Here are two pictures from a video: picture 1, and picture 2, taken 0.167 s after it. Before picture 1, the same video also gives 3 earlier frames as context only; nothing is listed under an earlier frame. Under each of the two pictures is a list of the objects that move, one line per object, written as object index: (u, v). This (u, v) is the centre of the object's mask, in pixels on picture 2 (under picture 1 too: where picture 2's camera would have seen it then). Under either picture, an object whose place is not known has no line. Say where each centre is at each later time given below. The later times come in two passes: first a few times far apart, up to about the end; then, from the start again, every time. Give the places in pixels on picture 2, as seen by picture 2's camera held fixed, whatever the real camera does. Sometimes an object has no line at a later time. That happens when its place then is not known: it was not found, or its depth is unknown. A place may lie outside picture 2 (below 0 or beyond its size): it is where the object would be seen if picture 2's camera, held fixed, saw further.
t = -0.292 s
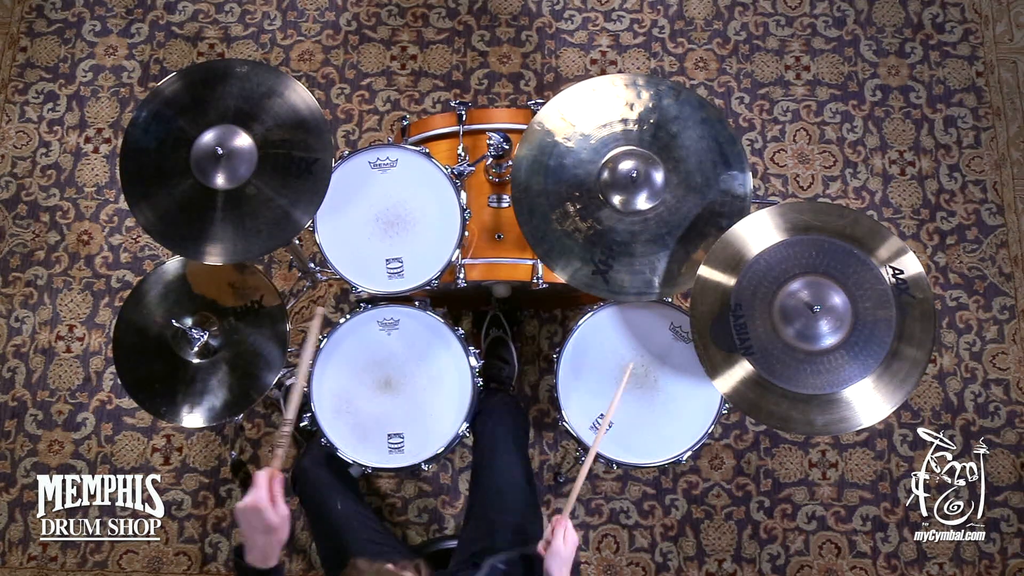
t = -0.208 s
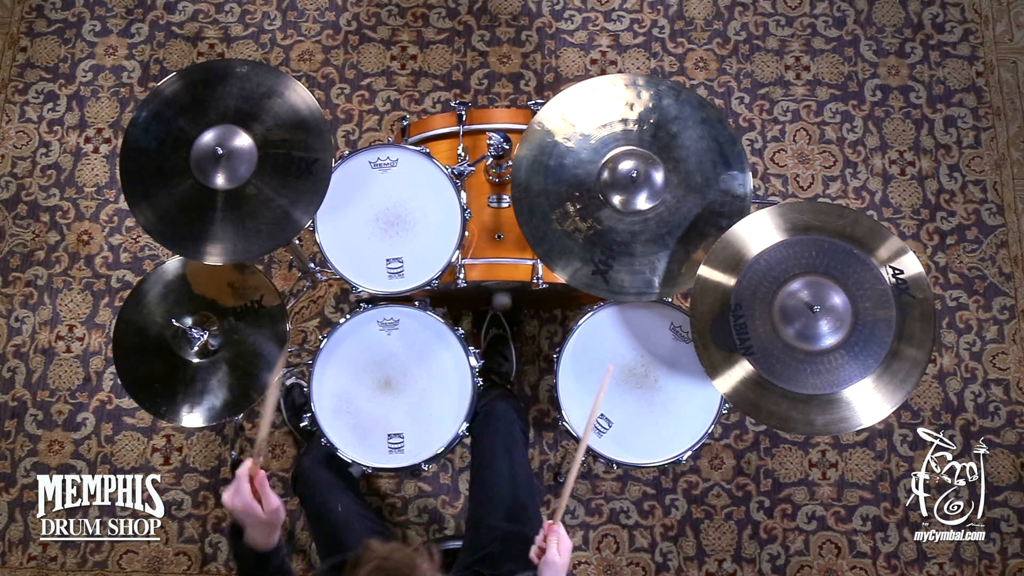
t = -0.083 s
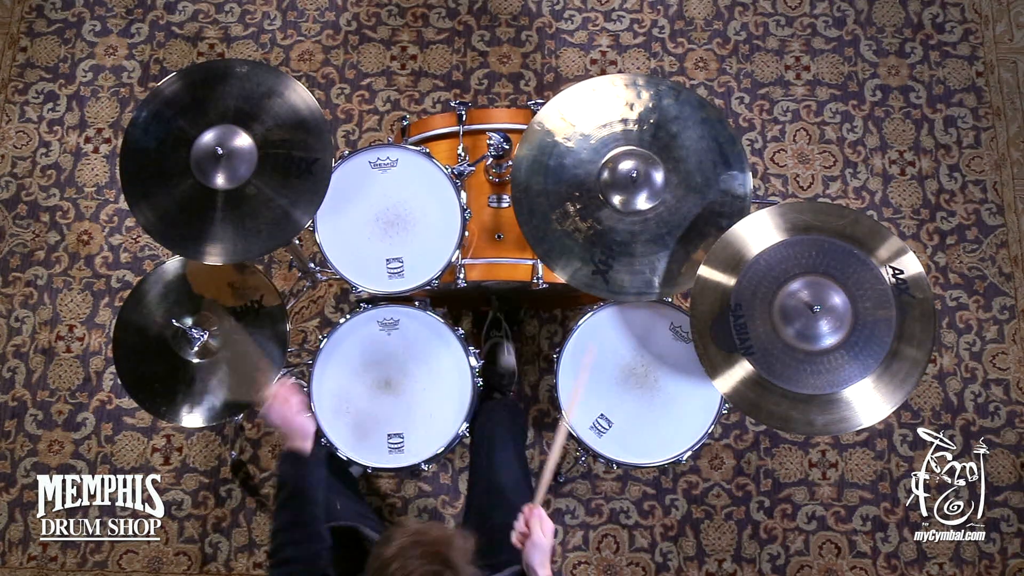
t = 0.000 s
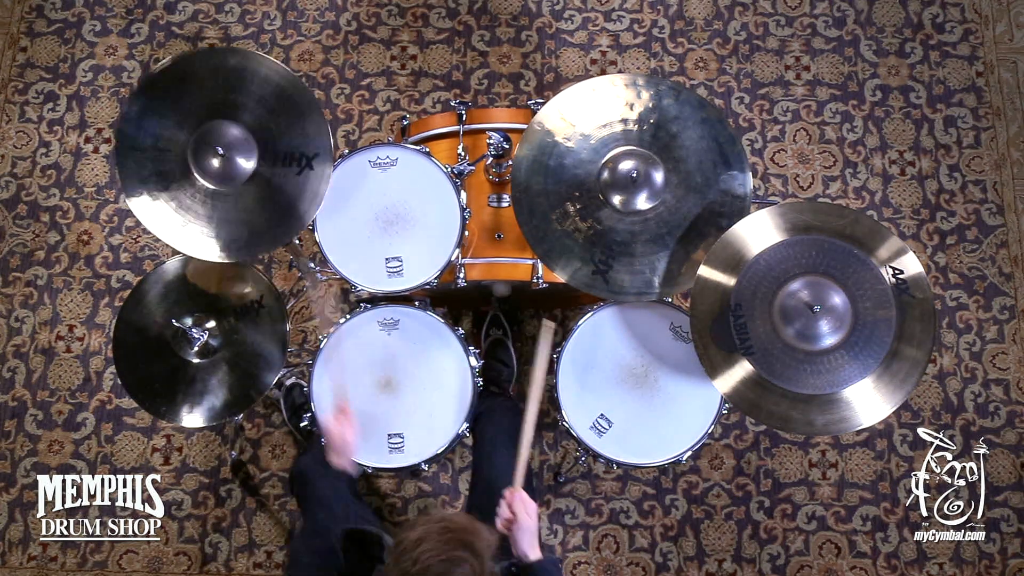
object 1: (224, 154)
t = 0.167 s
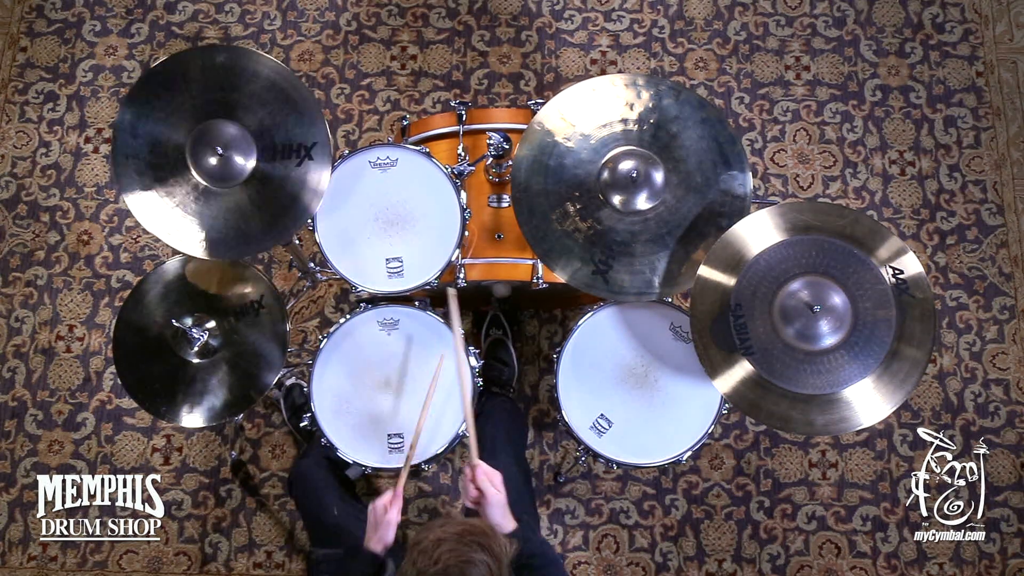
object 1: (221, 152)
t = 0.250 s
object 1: (227, 161)
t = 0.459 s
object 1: (229, 167)
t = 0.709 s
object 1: (222, 156)
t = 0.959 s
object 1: (229, 163)
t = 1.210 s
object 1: (225, 160)
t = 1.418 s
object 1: (225, 160)
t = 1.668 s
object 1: (227, 161)
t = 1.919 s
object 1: (226, 160)
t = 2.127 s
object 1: (227, 161)
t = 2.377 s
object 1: (226, 161)
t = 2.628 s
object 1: (226, 161)
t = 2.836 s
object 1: (226, 161)
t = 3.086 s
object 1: (226, 161)
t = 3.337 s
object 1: (226, 161)
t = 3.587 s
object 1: (226, 161)
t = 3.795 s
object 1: (226, 161)
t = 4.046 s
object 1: (226, 161)
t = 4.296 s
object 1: (226, 161)
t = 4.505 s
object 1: (226, 161)
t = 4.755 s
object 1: (226, 161)
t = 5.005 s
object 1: (226, 161)
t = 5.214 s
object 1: (226, 161)
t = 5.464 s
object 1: (226, 161)
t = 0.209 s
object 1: (224, 156)
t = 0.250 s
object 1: (227, 161)
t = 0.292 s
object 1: (228, 164)
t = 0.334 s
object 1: (229, 166)
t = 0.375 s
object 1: (229, 167)
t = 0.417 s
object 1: (229, 167)
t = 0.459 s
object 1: (229, 167)
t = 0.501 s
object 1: (229, 165)
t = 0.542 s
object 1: (227, 163)
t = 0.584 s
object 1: (226, 161)
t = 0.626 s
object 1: (224, 158)
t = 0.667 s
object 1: (222, 156)
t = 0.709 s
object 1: (222, 156)
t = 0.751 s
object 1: (222, 156)
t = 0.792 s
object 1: (223, 158)
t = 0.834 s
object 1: (225, 160)
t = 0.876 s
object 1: (226, 162)
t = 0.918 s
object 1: (228, 163)
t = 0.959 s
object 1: (229, 163)
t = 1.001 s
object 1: (229, 163)
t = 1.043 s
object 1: (229, 163)
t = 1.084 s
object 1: (228, 163)
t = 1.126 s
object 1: (228, 162)
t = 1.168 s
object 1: (226, 161)
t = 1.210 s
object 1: (225, 160)
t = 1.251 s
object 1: (224, 159)
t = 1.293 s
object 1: (224, 159)
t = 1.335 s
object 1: (224, 159)
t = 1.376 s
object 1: (225, 160)
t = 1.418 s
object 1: (225, 160)
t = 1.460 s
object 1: (226, 161)
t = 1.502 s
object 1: (227, 161)
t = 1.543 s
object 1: (227, 161)
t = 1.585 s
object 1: (227, 161)
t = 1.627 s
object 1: (227, 161)
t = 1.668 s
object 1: (227, 161)
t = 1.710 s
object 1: (226, 161)
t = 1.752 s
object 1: (226, 160)
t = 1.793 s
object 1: (226, 160)
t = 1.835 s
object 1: (226, 160)
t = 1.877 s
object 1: (226, 160)
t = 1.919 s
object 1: (226, 160)
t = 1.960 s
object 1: (226, 160)
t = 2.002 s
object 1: (226, 161)
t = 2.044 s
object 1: (227, 161)
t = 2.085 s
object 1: (226, 161)
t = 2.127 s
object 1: (227, 161)
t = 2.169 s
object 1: (226, 161)
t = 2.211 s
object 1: (226, 161)
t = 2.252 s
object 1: (226, 161)
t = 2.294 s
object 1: (226, 161)
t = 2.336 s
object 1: (226, 161)
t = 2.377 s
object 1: (226, 161)
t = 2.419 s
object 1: (226, 161)
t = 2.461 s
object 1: (226, 161)
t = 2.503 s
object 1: (226, 161)
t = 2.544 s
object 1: (226, 161)
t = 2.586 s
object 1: (226, 161)
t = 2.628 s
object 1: (226, 161)
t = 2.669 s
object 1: (226, 161)
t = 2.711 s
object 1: (226, 161)
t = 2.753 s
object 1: (226, 161)
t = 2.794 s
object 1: (226, 161)
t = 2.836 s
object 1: (226, 161)
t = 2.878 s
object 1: (226, 161)
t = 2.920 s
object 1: (226, 161)
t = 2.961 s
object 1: (226, 161)
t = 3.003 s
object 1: (226, 161)
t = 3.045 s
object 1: (226, 161)
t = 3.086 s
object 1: (226, 161)
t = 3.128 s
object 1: (226, 161)
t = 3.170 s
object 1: (226, 161)
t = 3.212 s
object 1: (226, 161)
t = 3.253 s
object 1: (226, 161)
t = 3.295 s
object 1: (226, 161)
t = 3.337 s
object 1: (226, 161)
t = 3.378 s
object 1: (226, 161)
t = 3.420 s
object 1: (226, 161)
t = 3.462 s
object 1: (226, 161)
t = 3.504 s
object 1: (226, 161)
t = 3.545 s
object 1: (226, 161)
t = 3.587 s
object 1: (226, 161)
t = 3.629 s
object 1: (226, 161)
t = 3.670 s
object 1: (226, 161)
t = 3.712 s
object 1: (226, 161)
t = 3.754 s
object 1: (226, 161)
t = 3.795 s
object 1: (226, 161)
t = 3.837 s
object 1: (226, 161)
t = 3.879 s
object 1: (226, 160)
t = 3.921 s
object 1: (226, 161)
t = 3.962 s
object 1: (226, 161)
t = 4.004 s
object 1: (226, 161)
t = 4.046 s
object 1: (226, 161)
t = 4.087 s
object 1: (226, 161)
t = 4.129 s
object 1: (226, 161)
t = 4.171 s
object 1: (226, 161)
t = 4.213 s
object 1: (226, 161)
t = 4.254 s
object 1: (226, 161)
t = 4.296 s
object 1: (226, 161)
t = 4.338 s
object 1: (226, 161)
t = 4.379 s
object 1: (226, 161)
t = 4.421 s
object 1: (226, 161)
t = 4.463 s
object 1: (226, 161)
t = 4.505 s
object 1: (226, 161)
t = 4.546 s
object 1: (226, 161)
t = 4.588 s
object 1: (226, 161)
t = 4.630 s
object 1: (226, 161)
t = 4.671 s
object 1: (226, 161)
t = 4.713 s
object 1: (226, 161)
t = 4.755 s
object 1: (226, 161)
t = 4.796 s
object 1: (226, 161)
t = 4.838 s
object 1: (226, 161)
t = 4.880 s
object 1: (226, 161)
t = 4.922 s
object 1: (226, 161)
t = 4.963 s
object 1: (226, 161)
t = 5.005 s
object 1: (226, 161)
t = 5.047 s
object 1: (226, 161)
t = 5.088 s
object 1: (226, 161)
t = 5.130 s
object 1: (226, 161)
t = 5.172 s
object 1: (226, 161)
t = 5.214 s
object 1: (226, 161)
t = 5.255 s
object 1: (226, 161)
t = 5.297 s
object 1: (226, 161)
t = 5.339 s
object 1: (226, 161)
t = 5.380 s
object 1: (226, 161)
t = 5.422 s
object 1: (226, 161)
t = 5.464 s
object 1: (226, 161)
